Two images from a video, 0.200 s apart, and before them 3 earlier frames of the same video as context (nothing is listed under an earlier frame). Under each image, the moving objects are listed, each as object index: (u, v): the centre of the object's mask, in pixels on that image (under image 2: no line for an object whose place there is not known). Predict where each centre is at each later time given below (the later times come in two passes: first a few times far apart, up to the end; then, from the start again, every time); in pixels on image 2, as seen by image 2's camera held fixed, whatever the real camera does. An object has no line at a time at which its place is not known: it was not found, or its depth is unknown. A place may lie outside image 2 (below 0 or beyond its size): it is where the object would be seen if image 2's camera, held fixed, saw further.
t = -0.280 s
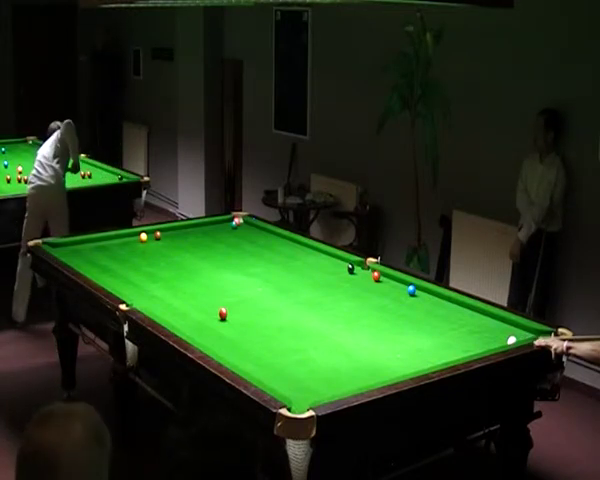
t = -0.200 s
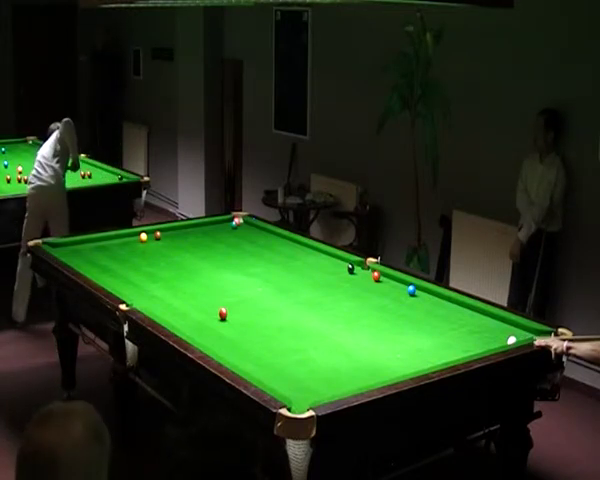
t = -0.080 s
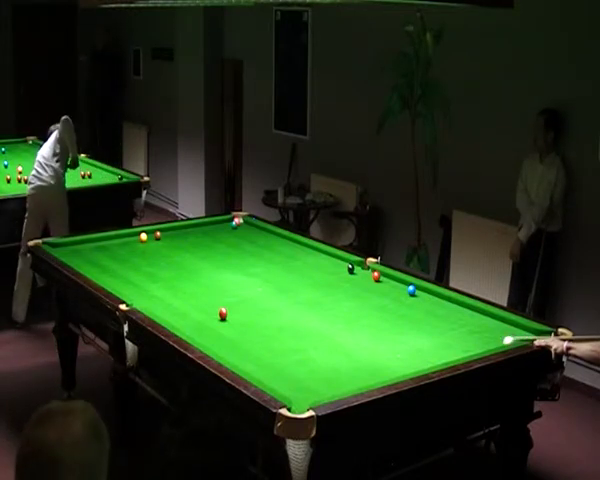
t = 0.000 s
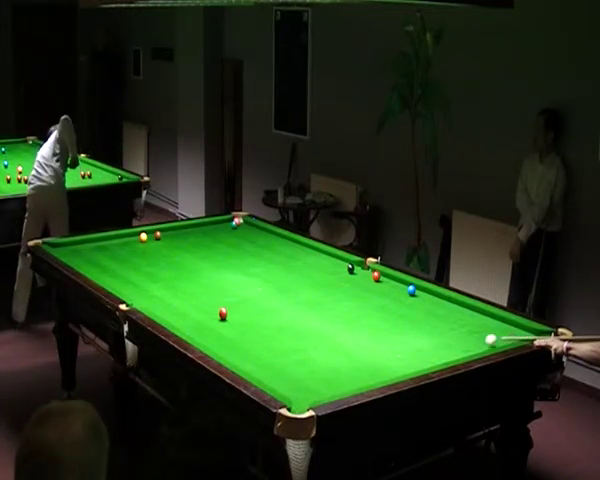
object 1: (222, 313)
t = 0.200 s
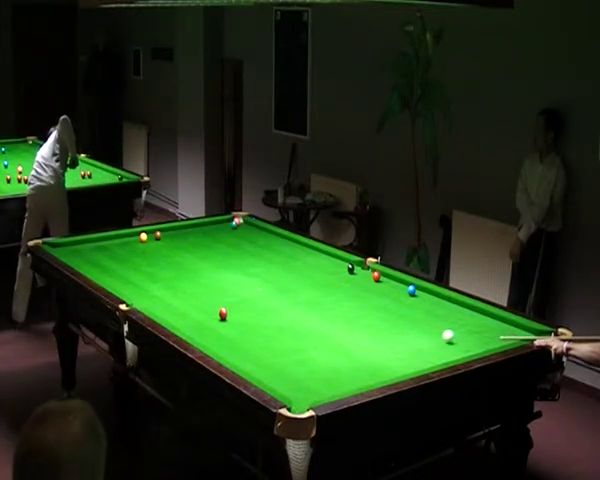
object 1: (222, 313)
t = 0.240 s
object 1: (222, 313)
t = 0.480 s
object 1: (222, 313)
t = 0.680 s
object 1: (222, 313)
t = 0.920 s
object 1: (222, 313)
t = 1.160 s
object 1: (222, 313)
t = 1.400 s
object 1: (215, 312)
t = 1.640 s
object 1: (190, 309)
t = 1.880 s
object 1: (168, 307)
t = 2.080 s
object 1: (151, 304)
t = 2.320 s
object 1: (140, 301)
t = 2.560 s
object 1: (150, 301)
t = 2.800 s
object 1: (160, 299)
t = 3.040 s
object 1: (168, 297)
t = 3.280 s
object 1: (176, 296)
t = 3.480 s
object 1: (182, 294)
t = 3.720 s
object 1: (188, 293)
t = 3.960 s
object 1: (193, 292)
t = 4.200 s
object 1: (198, 292)
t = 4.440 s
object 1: (202, 291)
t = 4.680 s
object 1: (205, 290)
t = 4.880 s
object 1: (208, 290)
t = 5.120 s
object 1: (210, 289)
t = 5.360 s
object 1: (212, 289)
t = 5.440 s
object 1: (212, 289)
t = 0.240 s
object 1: (222, 313)
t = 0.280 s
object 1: (222, 313)
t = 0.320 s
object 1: (222, 313)
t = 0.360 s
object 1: (222, 313)
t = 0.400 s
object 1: (222, 313)
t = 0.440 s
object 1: (222, 313)
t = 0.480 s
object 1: (222, 313)
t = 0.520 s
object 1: (222, 313)
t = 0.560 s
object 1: (222, 313)
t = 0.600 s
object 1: (222, 313)
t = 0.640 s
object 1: (222, 313)
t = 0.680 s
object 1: (222, 313)
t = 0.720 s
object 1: (222, 313)
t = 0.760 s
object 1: (222, 313)
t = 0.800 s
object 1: (222, 313)
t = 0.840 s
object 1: (222, 313)
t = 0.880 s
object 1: (222, 313)
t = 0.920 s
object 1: (222, 313)
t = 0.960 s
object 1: (222, 313)
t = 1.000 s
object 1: (222, 313)
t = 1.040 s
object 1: (222, 313)
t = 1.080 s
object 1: (222, 313)
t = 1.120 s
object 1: (222, 313)
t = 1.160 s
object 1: (222, 313)
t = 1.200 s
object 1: (222, 313)
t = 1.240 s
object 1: (222, 313)
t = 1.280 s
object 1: (222, 313)
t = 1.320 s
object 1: (222, 313)
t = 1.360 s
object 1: (220, 313)
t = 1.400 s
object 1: (215, 312)
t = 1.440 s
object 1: (209, 312)
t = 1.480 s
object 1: (205, 311)
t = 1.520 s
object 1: (201, 311)
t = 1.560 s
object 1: (197, 310)
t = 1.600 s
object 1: (193, 310)
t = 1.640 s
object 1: (190, 309)
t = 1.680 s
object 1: (186, 309)
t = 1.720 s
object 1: (182, 308)
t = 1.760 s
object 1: (179, 308)
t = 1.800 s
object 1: (175, 308)
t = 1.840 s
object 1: (171, 307)
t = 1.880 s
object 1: (168, 307)
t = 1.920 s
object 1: (164, 306)
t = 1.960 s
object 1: (161, 306)
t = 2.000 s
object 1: (158, 305)
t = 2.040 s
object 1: (154, 305)
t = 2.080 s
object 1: (151, 304)
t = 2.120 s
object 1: (147, 303)
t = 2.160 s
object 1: (144, 302)
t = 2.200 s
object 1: (141, 302)
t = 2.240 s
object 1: (138, 302)
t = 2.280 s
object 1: (138, 301)
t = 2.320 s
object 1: (140, 301)
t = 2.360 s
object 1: (142, 301)
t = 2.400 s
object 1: (143, 301)
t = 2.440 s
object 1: (145, 301)
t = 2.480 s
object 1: (147, 301)
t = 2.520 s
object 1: (149, 301)
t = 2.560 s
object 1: (150, 301)
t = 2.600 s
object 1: (152, 300)
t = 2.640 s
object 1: (153, 300)
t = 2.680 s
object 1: (155, 300)
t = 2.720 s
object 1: (156, 299)
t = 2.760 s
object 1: (158, 299)
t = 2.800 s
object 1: (160, 299)
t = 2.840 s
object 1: (161, 299)
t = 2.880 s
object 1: (163, 298)
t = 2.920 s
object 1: (164, 298)
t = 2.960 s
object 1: (165, 298)
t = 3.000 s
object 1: (167, 297)
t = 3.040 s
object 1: (168, 297)
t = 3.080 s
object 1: (169, 297)
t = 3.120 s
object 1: (171, 297)
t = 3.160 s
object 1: (172, 296)
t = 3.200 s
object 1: (173, 296)
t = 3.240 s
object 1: (174, 296)
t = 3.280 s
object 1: (176, 296)
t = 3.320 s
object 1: (177, 295)
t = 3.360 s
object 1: (178, 295)
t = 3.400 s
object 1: (179, 295)
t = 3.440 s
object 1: (180, 295)
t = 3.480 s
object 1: (182, 294)
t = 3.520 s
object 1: (183, 294)
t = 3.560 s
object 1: (184, 294)
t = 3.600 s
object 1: (185, 294)
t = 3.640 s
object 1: (186, 294)
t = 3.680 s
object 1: (187, 294)
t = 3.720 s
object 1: (188, 293)
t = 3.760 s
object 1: (189, 293)
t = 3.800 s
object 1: (190, 293)
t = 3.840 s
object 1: (191, 293)
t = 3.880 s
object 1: (191, 293)
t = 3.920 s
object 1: (192, 293)
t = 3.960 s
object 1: (193, 292)
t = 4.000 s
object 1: (194, 292)
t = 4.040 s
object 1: (195, 292)
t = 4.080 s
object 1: (196, 292)
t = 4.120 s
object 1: (197, 292)
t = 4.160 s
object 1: (197, 292)
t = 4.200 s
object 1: (198, 292)
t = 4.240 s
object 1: (199, 291)
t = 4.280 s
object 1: (199, 291)
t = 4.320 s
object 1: (200, 291)
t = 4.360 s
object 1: (201, 291)
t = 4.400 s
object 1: (202, 291)
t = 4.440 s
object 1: (202, 291)
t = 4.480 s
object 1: (203, 291)
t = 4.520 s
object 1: (203, 290)
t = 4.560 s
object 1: (204, 290)
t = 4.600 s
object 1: (204, 290)
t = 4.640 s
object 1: (205, 290)
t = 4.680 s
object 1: (205, 290)
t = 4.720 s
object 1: (206, 290)
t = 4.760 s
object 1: (207, 290)
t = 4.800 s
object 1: (207, 290)
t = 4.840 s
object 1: (207, 290)
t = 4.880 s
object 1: (208, 290)
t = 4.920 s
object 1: (208, 290)
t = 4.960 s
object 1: (208, 289)
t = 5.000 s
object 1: (209, 289)
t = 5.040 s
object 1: (209, 289)
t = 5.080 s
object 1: (210, 289)
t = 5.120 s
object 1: (210, 289)
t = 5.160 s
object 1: (210, 289)
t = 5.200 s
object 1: (210, 289)
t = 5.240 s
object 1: (211, 289)
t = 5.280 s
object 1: (211, 289)
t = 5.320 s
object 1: (211, 289)
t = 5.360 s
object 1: (212, 289)
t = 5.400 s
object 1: (212, 289)
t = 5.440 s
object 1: (212, 289)
